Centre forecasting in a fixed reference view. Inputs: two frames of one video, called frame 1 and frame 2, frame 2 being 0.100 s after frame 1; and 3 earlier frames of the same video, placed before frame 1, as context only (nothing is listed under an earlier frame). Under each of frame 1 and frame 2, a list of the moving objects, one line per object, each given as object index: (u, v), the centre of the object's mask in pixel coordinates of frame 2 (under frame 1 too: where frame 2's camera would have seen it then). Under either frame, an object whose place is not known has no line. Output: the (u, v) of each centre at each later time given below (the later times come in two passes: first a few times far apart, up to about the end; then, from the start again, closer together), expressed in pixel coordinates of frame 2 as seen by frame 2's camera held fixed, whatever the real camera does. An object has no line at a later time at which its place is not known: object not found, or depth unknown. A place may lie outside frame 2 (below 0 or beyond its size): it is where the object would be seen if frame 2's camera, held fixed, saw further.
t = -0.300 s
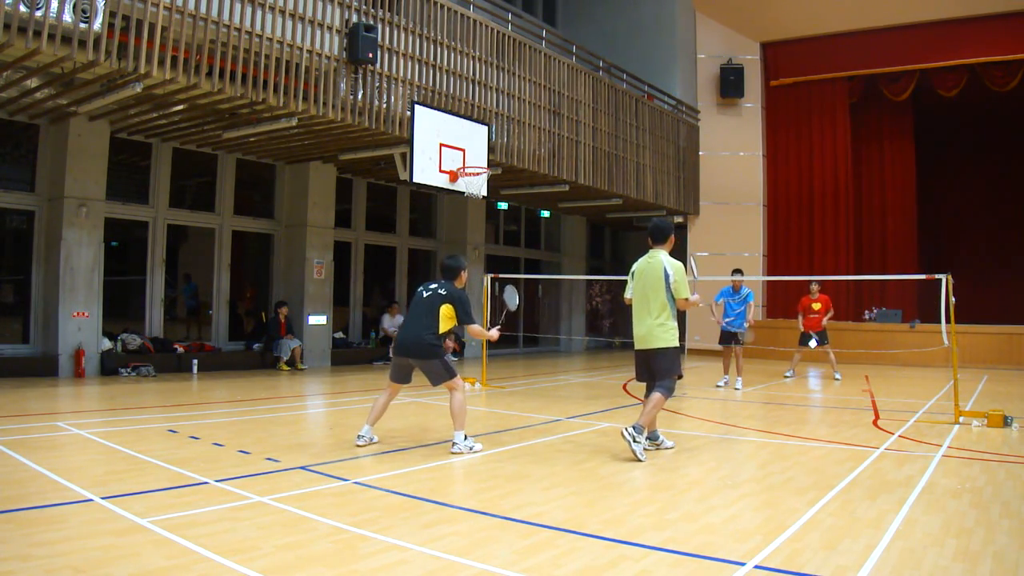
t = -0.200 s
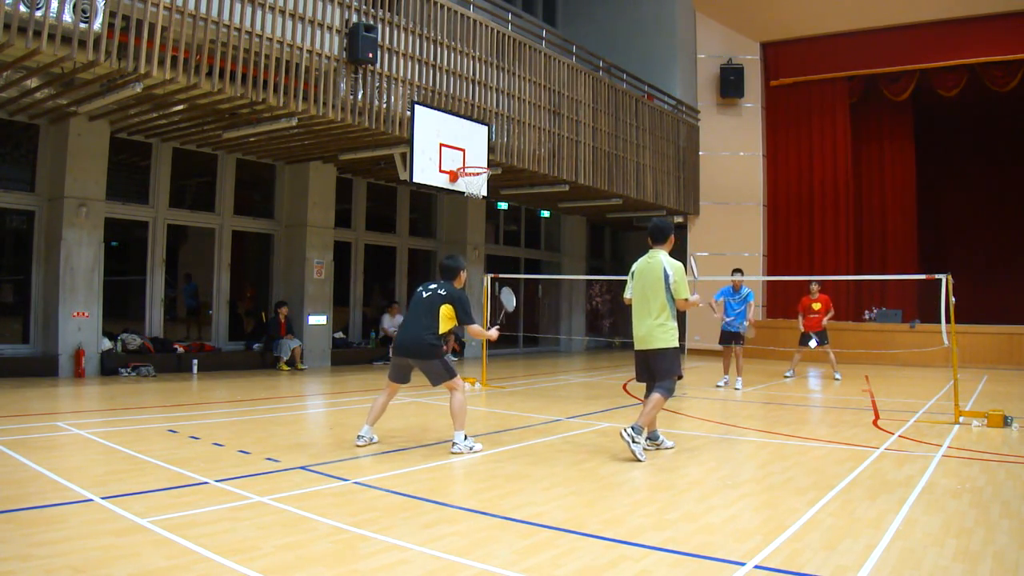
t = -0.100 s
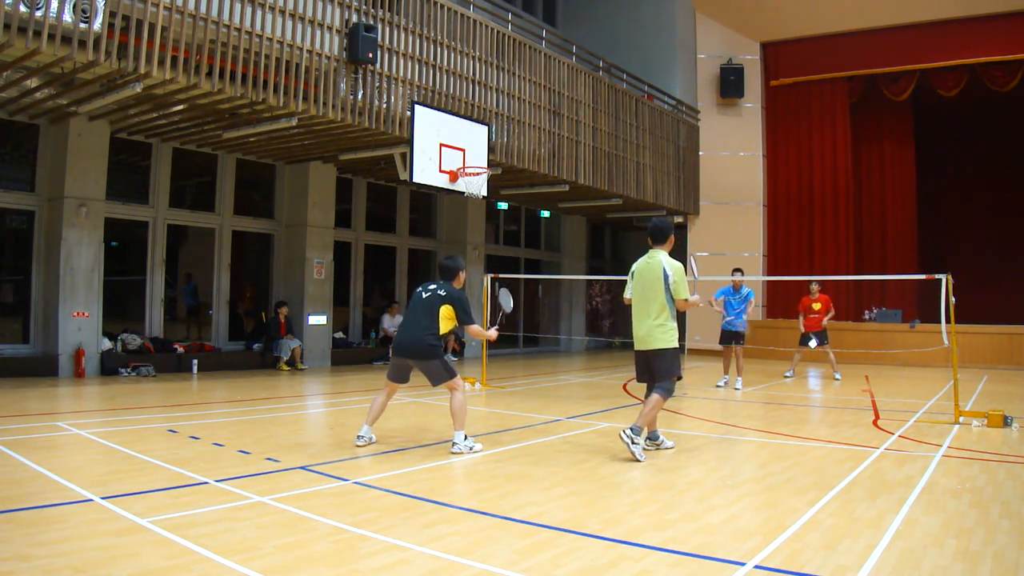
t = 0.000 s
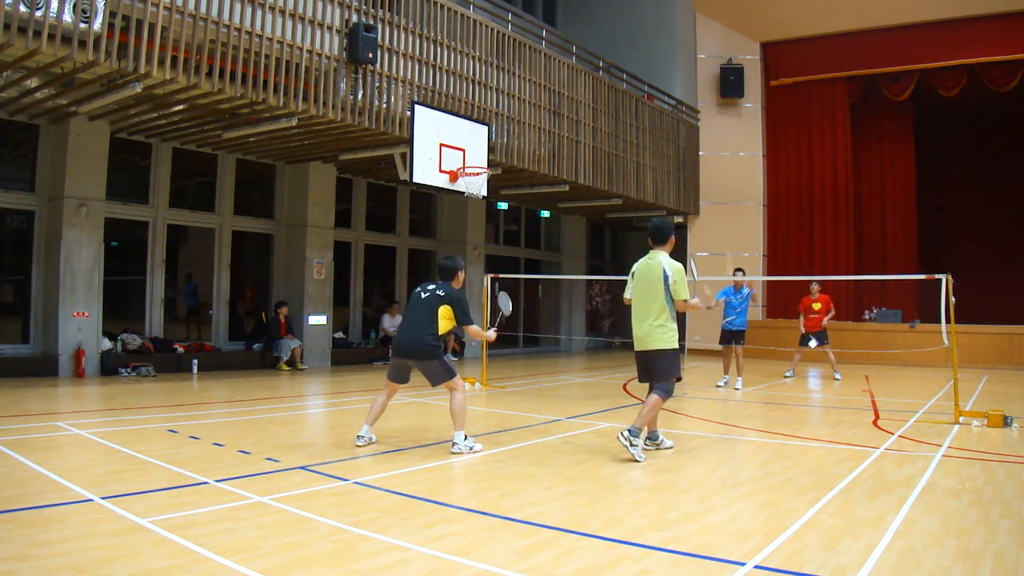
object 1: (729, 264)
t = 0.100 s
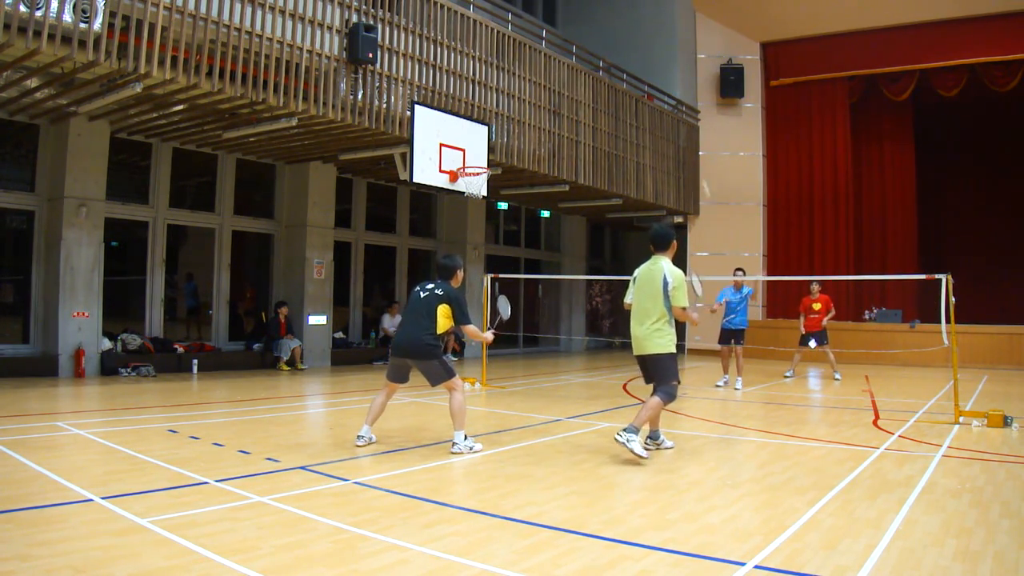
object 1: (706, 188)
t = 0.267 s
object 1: (668, 95)
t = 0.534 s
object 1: (610, 12)
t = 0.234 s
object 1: (675, 110)
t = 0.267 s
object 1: (668, 95)
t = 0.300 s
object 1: (659, 79)
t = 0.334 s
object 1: (652, 66)
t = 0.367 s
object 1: (646, 55)
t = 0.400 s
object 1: (638, 44)
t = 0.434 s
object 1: (631, 35)
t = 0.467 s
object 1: (624, 26)
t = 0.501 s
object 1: (617, 18)
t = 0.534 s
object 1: (610, 12)
